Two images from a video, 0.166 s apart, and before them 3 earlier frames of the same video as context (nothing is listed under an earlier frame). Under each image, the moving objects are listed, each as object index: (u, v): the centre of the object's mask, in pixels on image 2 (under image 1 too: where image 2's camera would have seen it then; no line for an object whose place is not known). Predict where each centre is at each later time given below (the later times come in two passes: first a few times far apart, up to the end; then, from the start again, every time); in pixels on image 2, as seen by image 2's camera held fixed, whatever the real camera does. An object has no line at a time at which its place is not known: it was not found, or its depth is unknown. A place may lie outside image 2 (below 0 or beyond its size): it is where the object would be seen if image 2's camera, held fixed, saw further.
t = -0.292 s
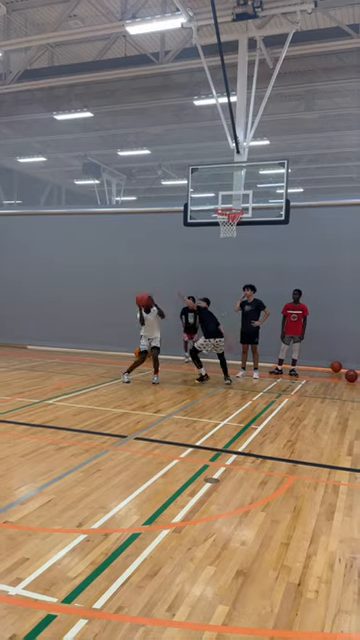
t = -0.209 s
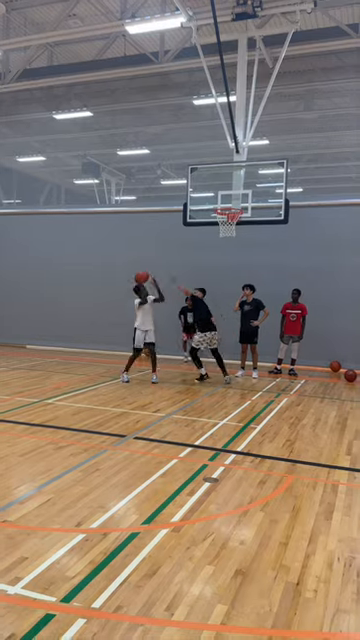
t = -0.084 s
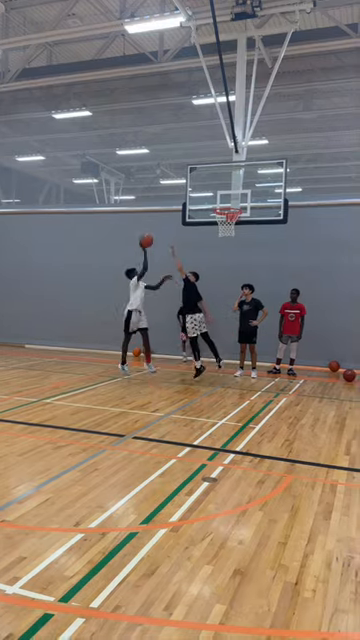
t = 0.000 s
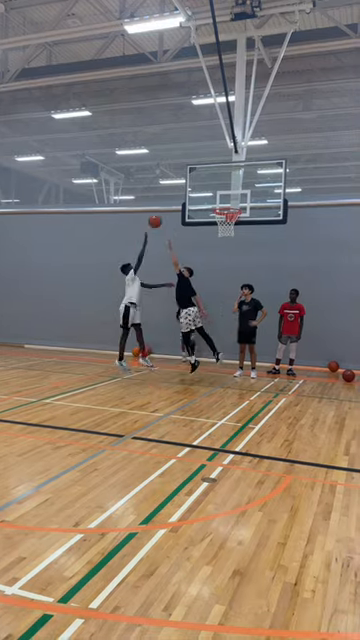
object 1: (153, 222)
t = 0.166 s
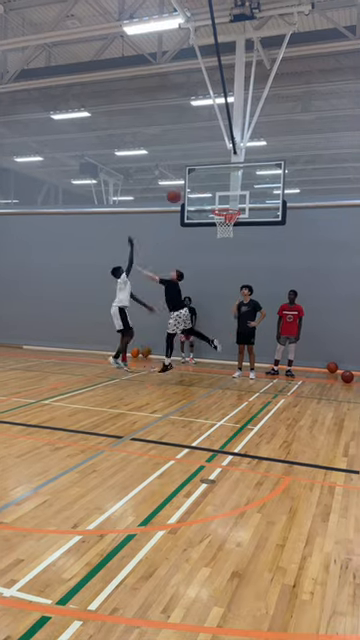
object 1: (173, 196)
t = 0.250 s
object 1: (183, 189)
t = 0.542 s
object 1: (214, 195)
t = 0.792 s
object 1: (234, 228)
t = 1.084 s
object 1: (239, 269)
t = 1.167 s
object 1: (240, 290)
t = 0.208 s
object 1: (177, 193)
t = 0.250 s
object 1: (183, 189)
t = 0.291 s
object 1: (186, 187)
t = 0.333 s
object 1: (192, 186)
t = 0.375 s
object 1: (196, 186)
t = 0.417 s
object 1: (201, 186)
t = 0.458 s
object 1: (205, 188)
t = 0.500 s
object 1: (210, 192)
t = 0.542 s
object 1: (214, 195)
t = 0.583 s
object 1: (219, 200)
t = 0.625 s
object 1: (222, 205)
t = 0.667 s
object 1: (226, 213)
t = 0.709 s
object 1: (230, 218)
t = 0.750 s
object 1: (230, 217)
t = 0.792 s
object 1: (234, 228)
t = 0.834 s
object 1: (235, 231)
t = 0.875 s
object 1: (236, 233)
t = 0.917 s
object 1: (237, 239)
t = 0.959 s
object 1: (237, 245)
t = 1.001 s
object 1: (238, 252)
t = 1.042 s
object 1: (238, 259)
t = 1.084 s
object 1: (239, 269)
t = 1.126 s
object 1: (239, 276)
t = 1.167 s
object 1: (240, 290)
